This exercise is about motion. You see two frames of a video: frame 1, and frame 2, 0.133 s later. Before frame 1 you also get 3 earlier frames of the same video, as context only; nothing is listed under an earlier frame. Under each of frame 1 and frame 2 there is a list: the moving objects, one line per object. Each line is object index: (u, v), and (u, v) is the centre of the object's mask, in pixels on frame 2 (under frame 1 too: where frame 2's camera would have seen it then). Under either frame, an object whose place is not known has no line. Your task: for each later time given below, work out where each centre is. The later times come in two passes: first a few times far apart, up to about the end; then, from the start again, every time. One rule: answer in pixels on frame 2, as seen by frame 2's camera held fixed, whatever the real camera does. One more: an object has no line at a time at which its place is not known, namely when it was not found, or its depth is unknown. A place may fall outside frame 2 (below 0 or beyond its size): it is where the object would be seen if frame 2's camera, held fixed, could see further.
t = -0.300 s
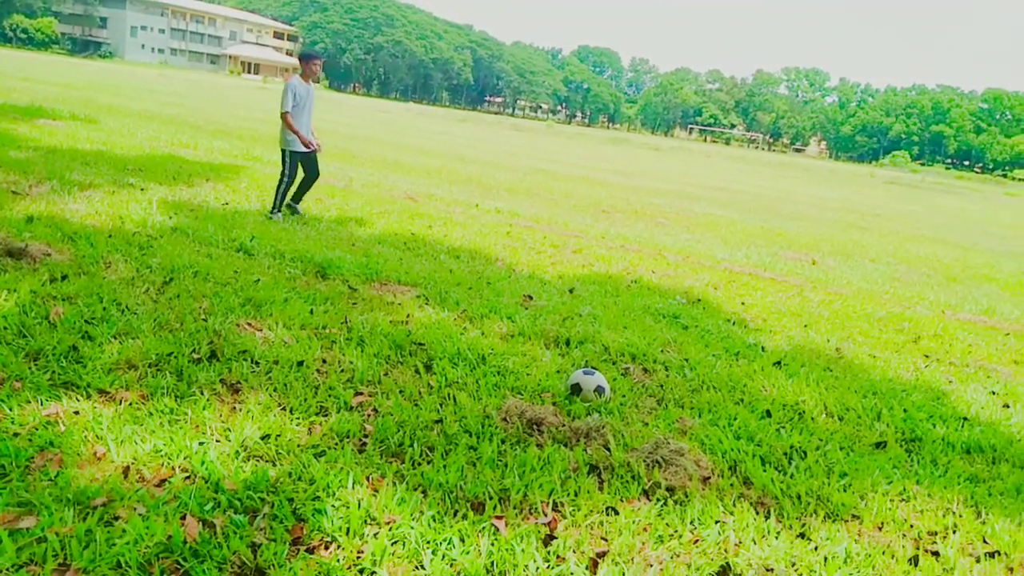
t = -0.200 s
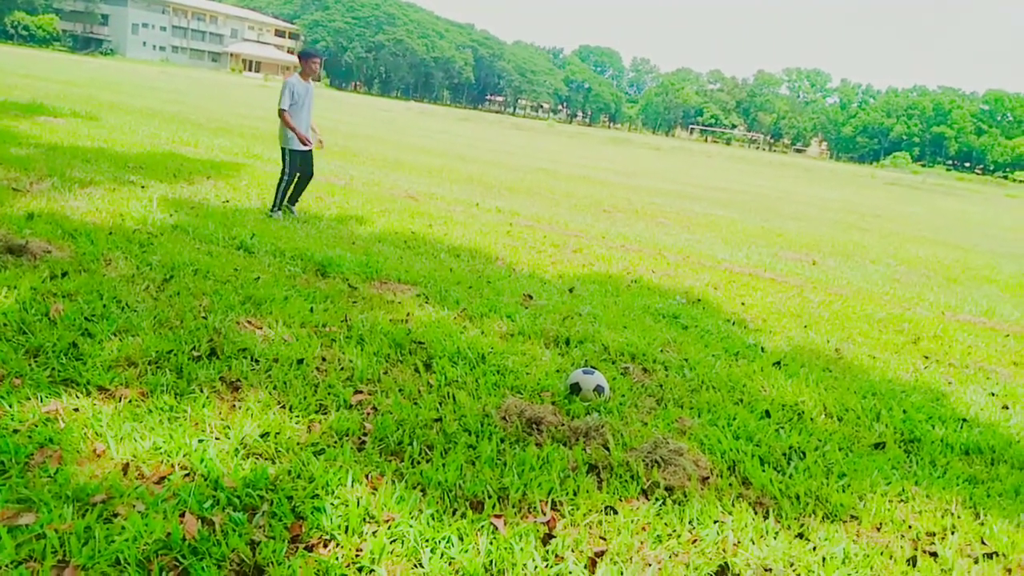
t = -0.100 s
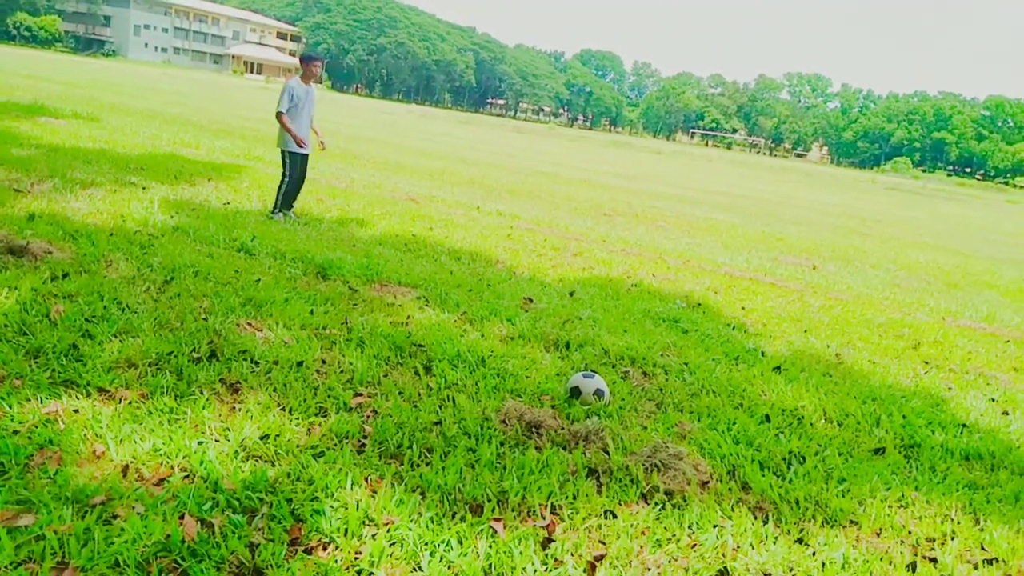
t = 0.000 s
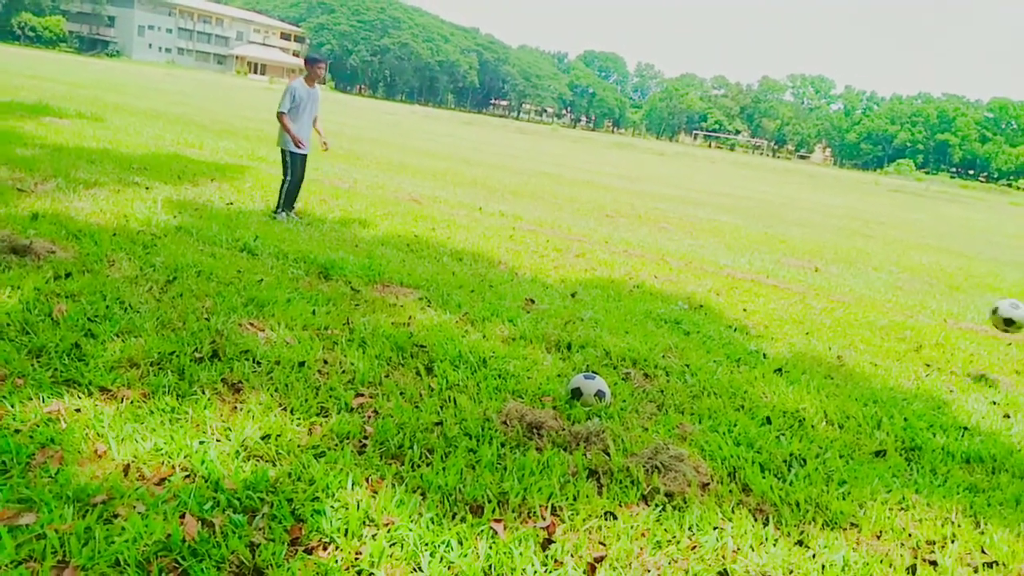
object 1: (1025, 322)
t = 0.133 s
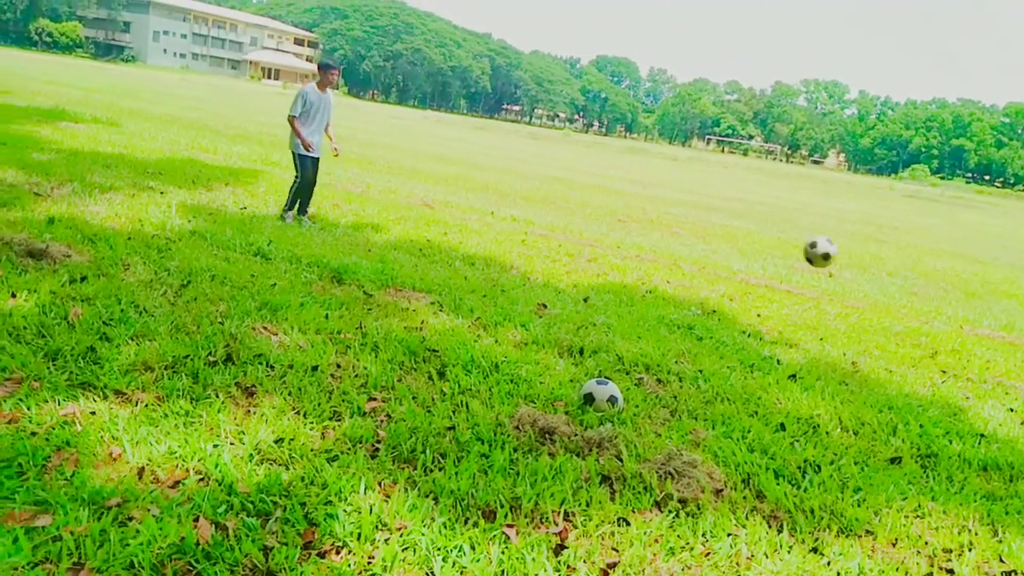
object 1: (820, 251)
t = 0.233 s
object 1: (679, 221)
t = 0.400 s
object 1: (480, 202)
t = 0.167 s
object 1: (771, 239)
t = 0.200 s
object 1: (724, 229)
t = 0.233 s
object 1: (679, 221)
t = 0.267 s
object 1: (636, 214)
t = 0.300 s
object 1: (594, 209)
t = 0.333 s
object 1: (555, 205)
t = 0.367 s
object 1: (516, 203)
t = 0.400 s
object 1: (480, 202)
